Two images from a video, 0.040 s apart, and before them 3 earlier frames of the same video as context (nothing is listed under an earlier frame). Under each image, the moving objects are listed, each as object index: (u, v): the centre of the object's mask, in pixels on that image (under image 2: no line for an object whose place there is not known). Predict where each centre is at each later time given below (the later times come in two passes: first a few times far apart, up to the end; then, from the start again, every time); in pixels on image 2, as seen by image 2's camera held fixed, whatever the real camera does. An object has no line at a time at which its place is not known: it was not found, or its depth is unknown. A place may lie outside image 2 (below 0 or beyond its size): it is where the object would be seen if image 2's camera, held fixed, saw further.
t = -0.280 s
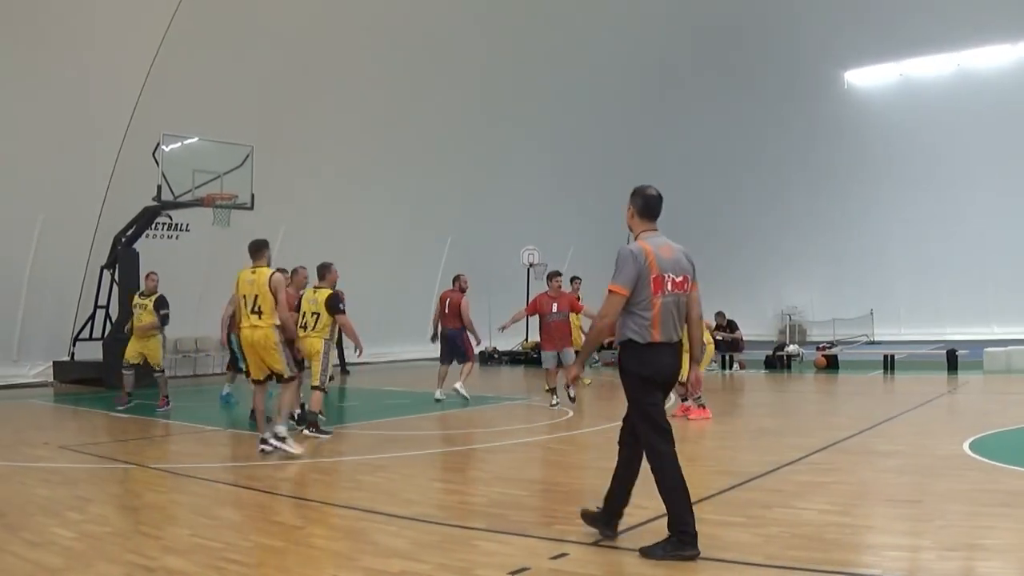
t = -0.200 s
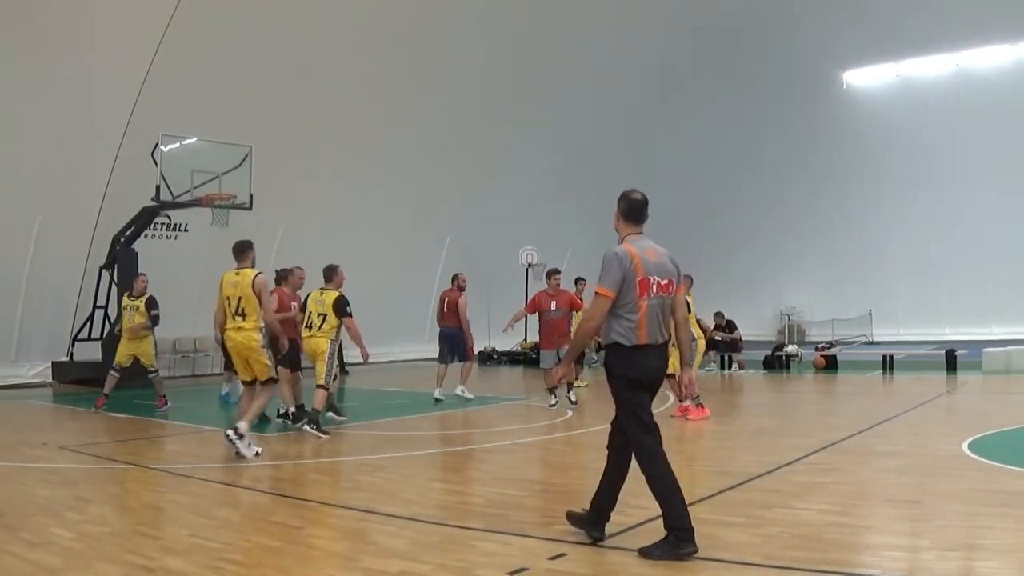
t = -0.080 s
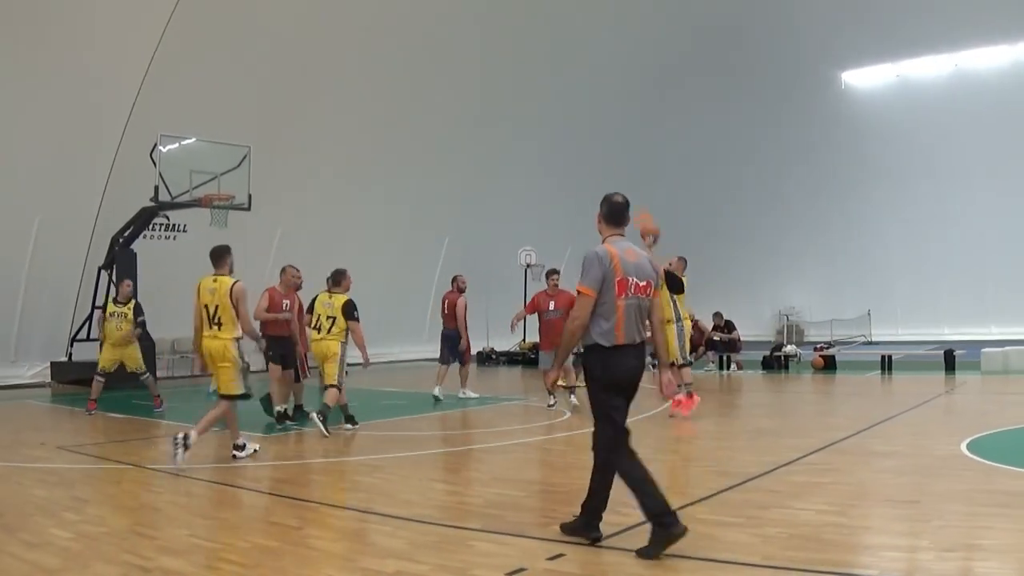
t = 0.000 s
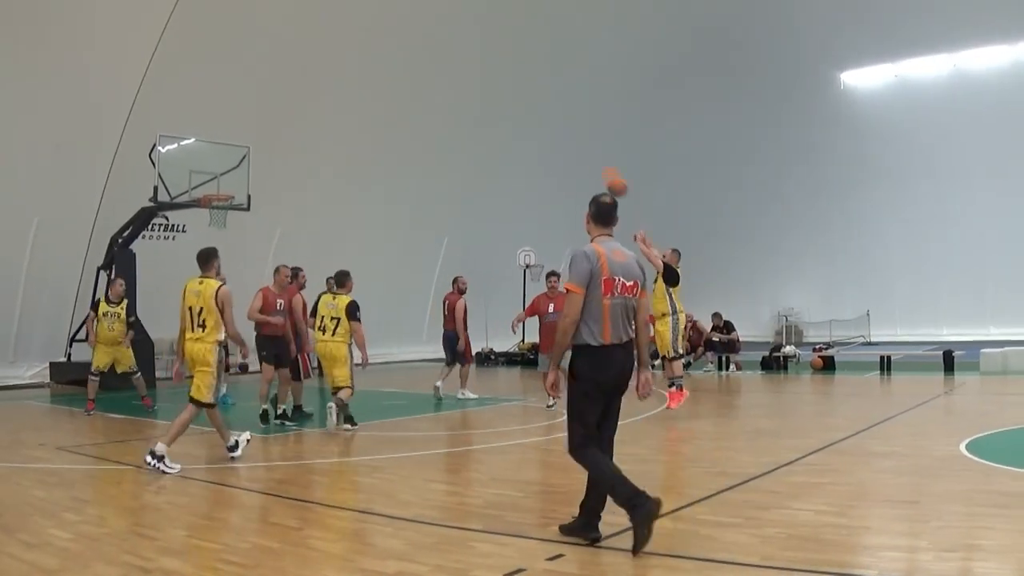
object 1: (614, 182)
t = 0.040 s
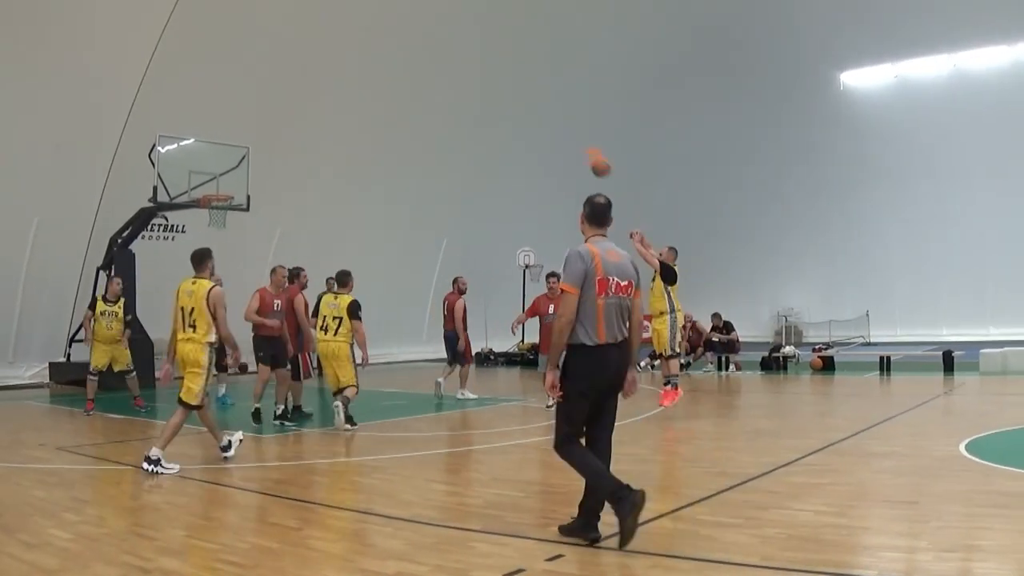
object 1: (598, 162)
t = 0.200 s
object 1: (538, 100)
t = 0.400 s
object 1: (469, 58)
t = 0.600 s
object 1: (407, 45)
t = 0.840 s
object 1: (340, 66)
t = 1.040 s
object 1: (288, 112)
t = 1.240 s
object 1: (241, 180)
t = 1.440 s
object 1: (281, 190)
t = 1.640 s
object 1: (342, 203)
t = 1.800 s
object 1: (389, 231)
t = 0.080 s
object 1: (583, 144)
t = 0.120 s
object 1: (568, 128)
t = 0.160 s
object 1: (553, 114)
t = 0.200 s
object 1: (538, 100)
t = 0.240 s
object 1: (524, 89)
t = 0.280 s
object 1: (510, 79)
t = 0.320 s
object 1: (496, 71)
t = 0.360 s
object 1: (482, 64)
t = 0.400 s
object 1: (469, 58)
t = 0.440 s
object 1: (456, 52)
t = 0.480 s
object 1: (443, 48)
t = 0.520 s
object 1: (431, 46)
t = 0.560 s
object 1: (419, 45)
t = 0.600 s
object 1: (407, 45)
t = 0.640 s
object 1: (395, 45)
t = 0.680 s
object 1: (383, 48)
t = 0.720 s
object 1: (372, 51)
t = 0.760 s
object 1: (361, 55)
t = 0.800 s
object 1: (350, 60)
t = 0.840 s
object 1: (340, 66)
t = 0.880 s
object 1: (329, 73)
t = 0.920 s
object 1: (319, 82)
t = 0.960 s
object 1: (309, 91)
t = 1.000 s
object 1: (298, 101)
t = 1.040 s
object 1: (288, 112)
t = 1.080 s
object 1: (279, 124)
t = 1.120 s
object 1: (269, 136)
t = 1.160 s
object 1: (259, 150)
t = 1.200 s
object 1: (250, 165)
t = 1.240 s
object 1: (241, 180)
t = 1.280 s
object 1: (233, 196)
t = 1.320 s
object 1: (244, 194)
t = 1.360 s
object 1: (256, 192)
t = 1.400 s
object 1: (269, 190)
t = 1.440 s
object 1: (281, 190)
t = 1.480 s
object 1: (294, 191)
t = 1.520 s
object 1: (306, 192)
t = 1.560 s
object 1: (318, 195)
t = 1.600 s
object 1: (330, 198)
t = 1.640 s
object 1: (342, 203)
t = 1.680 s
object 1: (354, 209)
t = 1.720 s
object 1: (366, 215)
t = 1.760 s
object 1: (377, 223)
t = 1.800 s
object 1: (389, 231)
